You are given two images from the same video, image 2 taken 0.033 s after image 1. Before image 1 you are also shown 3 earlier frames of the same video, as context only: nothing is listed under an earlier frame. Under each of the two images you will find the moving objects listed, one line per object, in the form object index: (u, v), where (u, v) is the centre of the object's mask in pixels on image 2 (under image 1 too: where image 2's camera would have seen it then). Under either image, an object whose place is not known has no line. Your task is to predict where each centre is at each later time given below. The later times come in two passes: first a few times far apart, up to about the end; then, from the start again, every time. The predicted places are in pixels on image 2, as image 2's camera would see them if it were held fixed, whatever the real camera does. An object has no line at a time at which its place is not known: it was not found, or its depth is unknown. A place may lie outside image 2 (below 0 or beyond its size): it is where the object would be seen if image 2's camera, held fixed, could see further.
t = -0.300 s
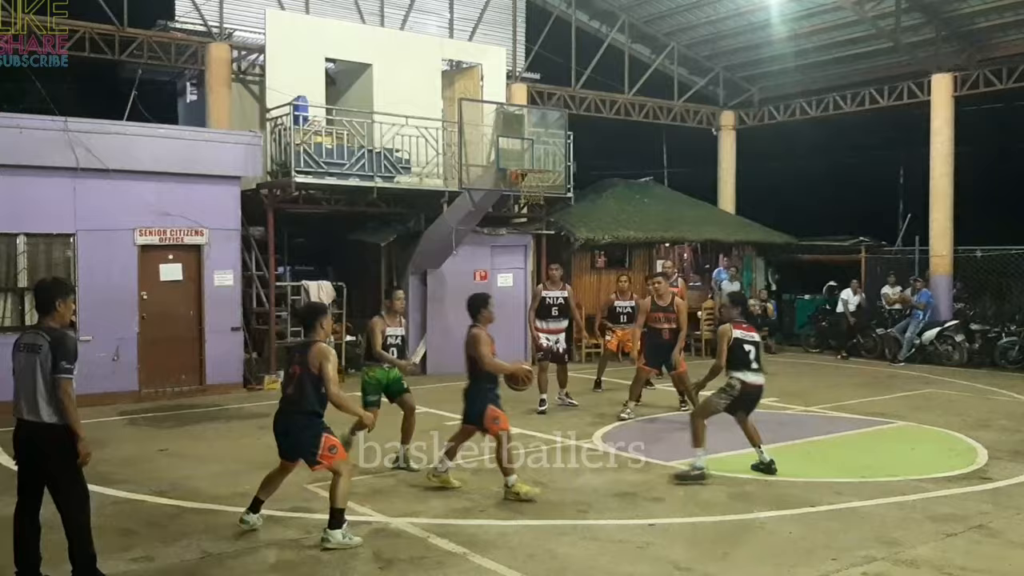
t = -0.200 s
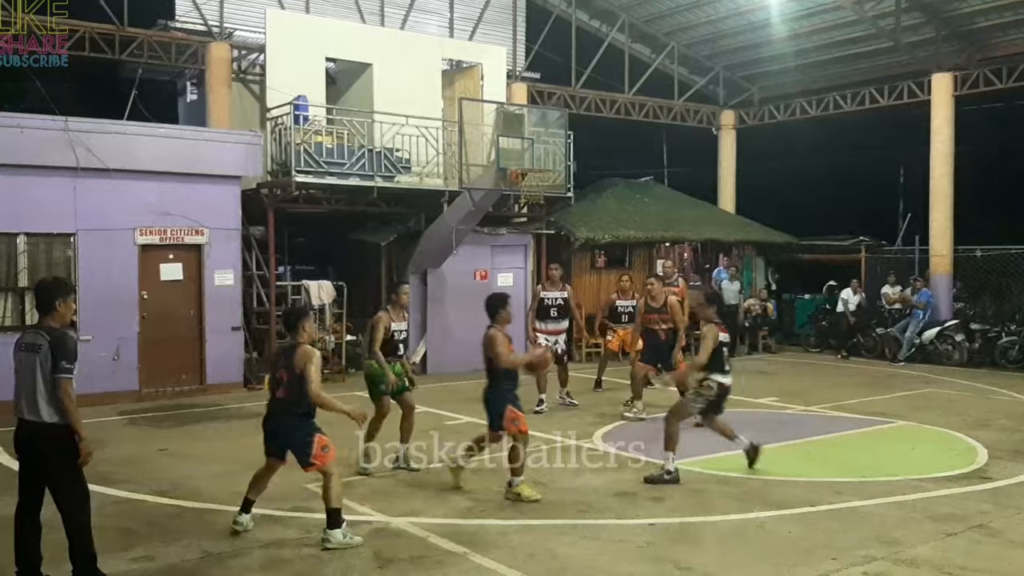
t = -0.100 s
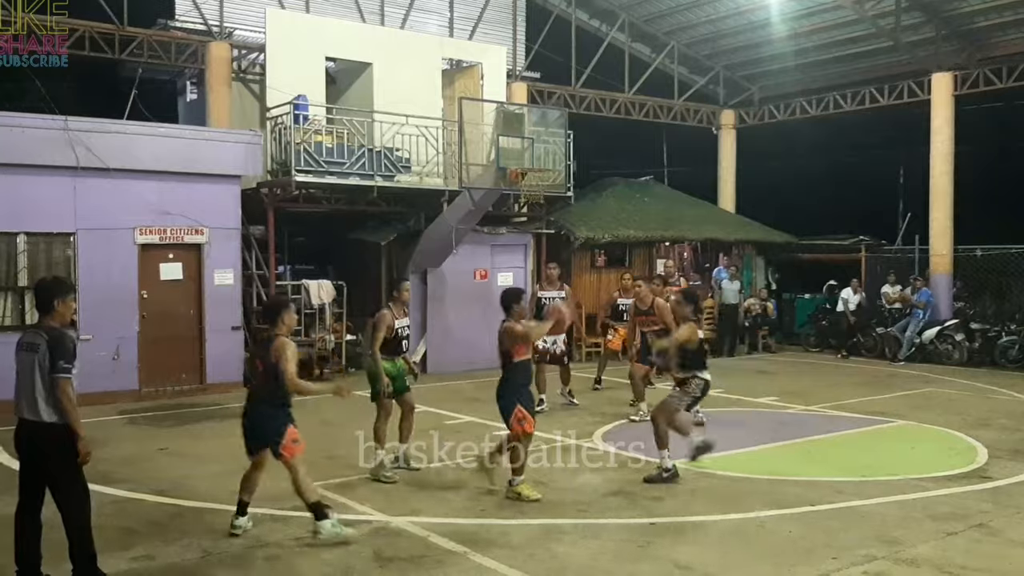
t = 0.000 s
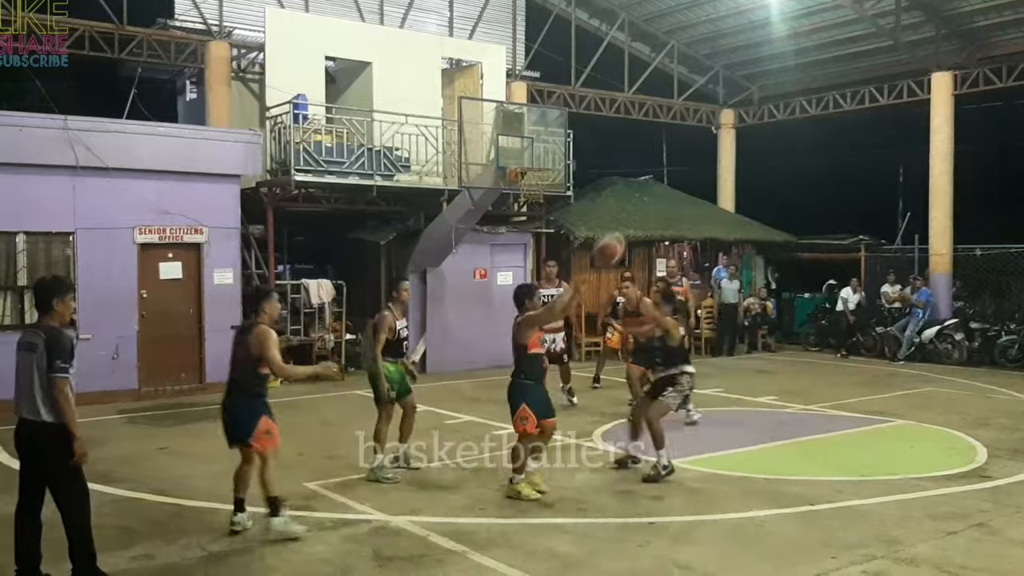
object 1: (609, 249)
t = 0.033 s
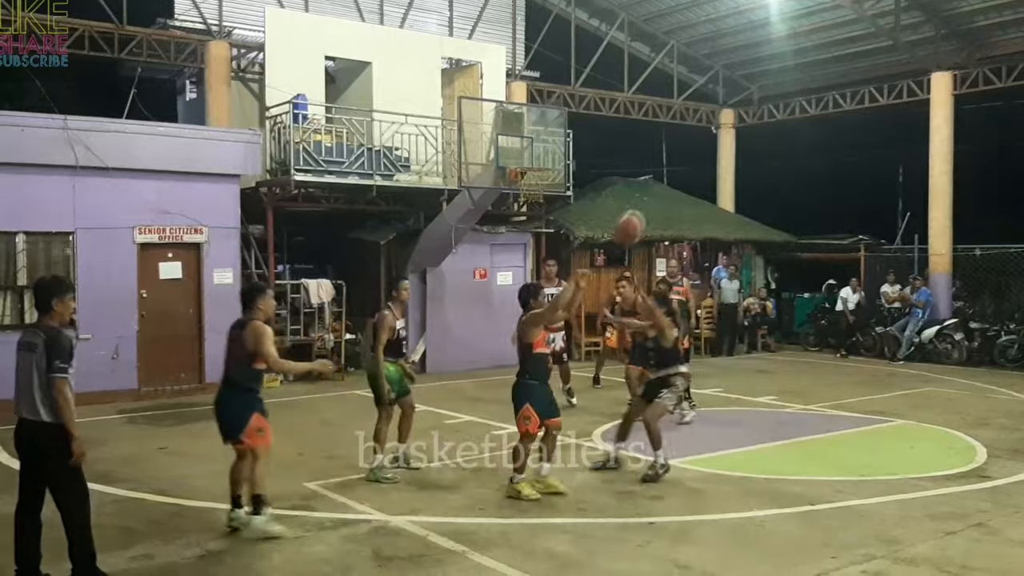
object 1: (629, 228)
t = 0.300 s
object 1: (800, 97)
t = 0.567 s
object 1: (980, 53)
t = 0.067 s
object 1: (650, 206)
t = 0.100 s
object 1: (672, 187)
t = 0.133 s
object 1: (693, 169)
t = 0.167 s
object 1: (712, 153)
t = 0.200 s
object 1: (737, 137)
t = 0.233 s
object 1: (757, 123)
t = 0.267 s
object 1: (778, 109)
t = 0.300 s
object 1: (800, 97)
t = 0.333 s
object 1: (822, 85)
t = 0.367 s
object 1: (844, 76)
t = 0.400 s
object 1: (867, 70)
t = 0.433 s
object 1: (889, 64)
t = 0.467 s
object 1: (913, 60)
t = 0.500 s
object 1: (934, 56)
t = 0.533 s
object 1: (957, 54)
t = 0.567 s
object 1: (980, 53)
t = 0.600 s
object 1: (1004, 56)
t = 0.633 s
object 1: (1027, 58)
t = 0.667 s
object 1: (1052, 60)
